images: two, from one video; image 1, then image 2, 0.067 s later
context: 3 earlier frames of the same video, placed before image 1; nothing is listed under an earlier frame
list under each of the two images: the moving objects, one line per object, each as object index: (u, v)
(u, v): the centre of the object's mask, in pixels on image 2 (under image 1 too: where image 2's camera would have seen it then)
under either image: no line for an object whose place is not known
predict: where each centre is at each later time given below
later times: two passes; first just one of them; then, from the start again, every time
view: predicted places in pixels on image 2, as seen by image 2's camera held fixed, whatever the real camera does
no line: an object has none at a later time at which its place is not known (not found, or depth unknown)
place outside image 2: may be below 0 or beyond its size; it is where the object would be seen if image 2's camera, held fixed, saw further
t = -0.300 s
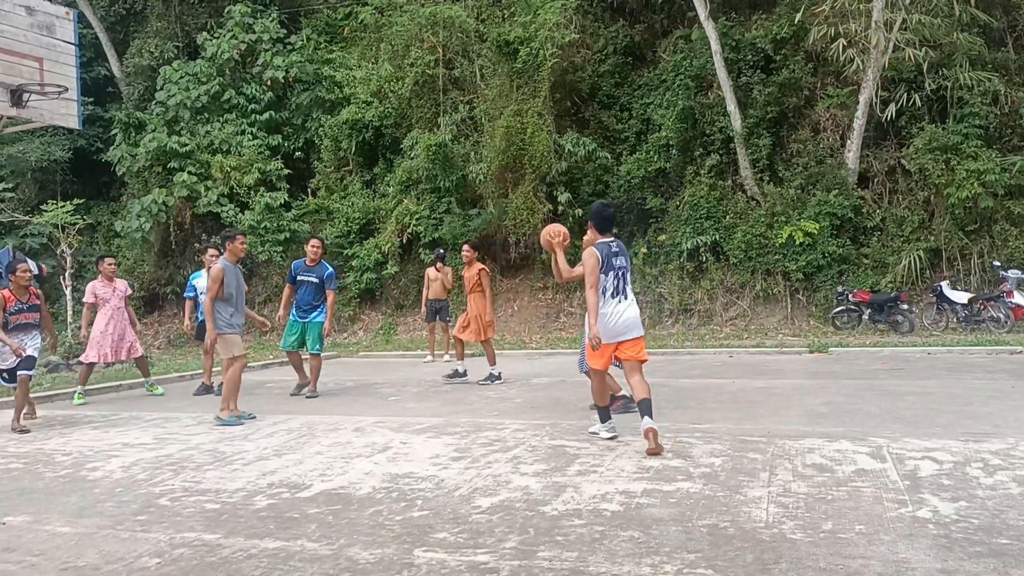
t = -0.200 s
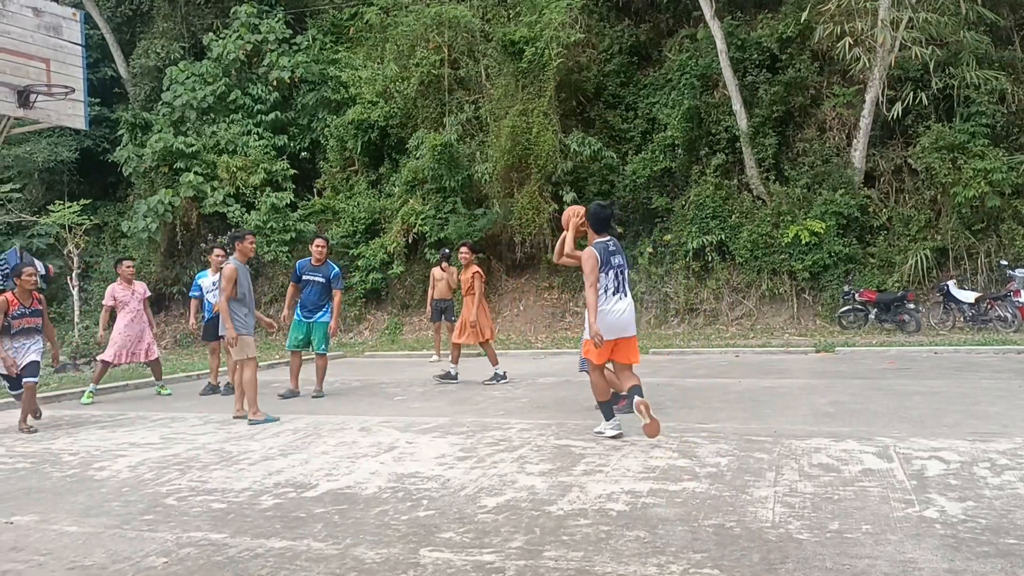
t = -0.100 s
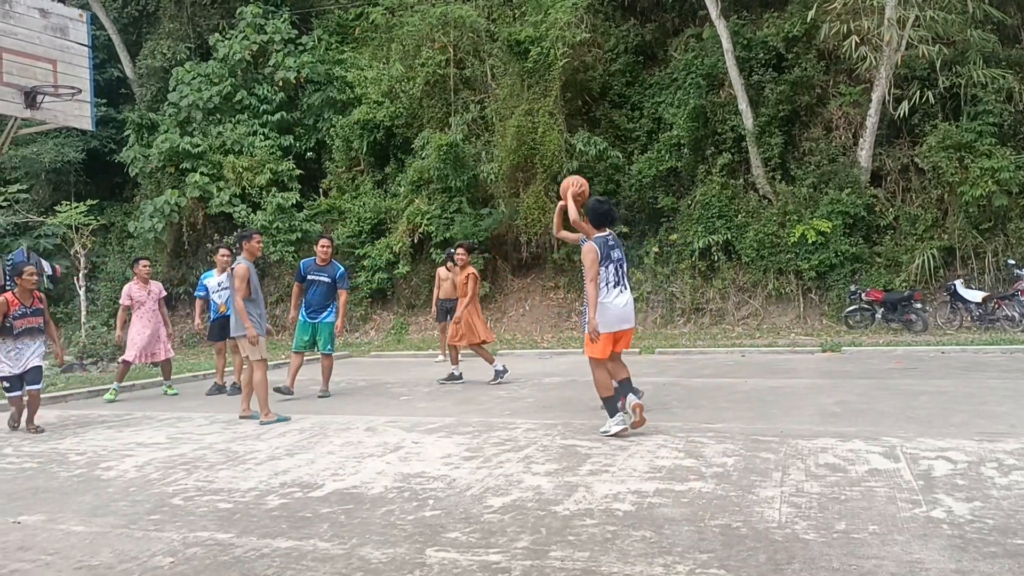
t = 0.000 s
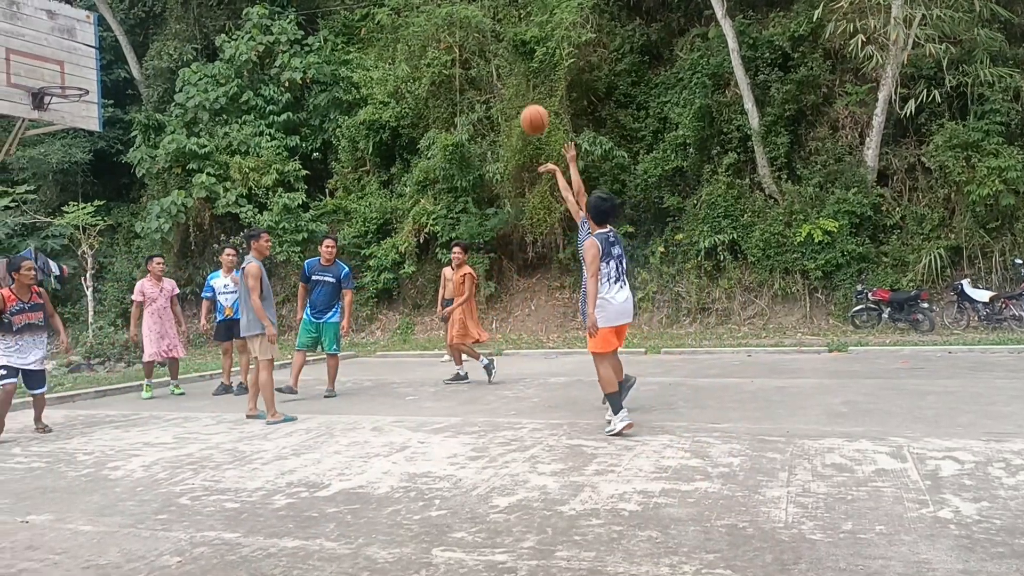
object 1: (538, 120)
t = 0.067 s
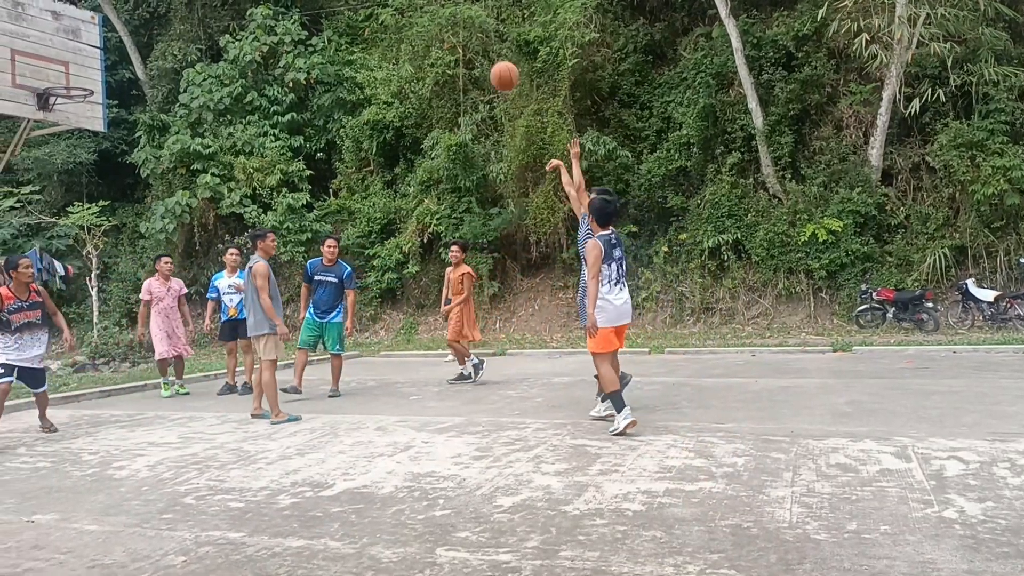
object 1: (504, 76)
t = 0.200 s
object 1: (440, 10)
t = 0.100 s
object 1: (488, 57)
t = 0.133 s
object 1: (472, 39)
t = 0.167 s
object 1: (456, 22)
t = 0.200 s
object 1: (440, 10)
